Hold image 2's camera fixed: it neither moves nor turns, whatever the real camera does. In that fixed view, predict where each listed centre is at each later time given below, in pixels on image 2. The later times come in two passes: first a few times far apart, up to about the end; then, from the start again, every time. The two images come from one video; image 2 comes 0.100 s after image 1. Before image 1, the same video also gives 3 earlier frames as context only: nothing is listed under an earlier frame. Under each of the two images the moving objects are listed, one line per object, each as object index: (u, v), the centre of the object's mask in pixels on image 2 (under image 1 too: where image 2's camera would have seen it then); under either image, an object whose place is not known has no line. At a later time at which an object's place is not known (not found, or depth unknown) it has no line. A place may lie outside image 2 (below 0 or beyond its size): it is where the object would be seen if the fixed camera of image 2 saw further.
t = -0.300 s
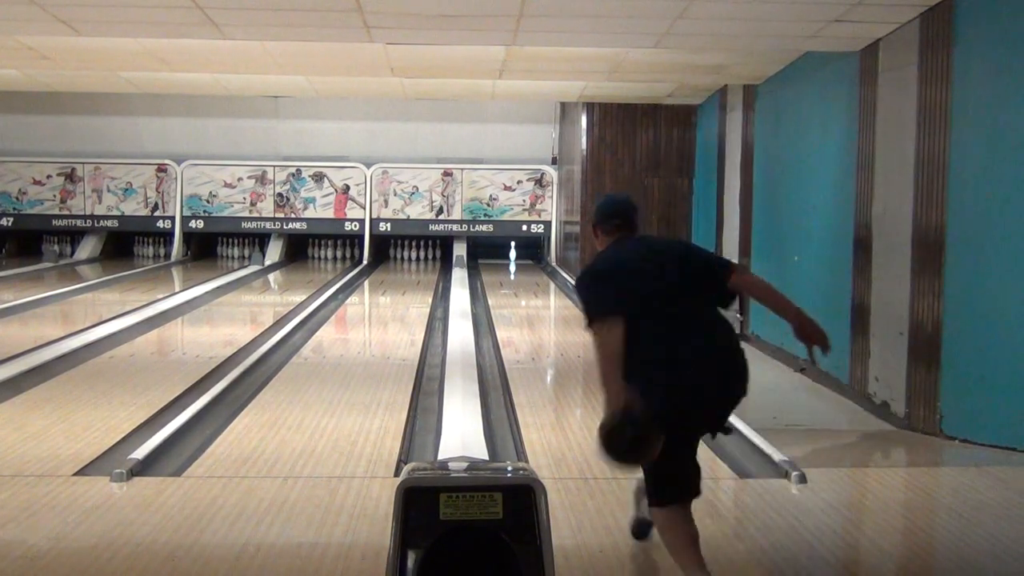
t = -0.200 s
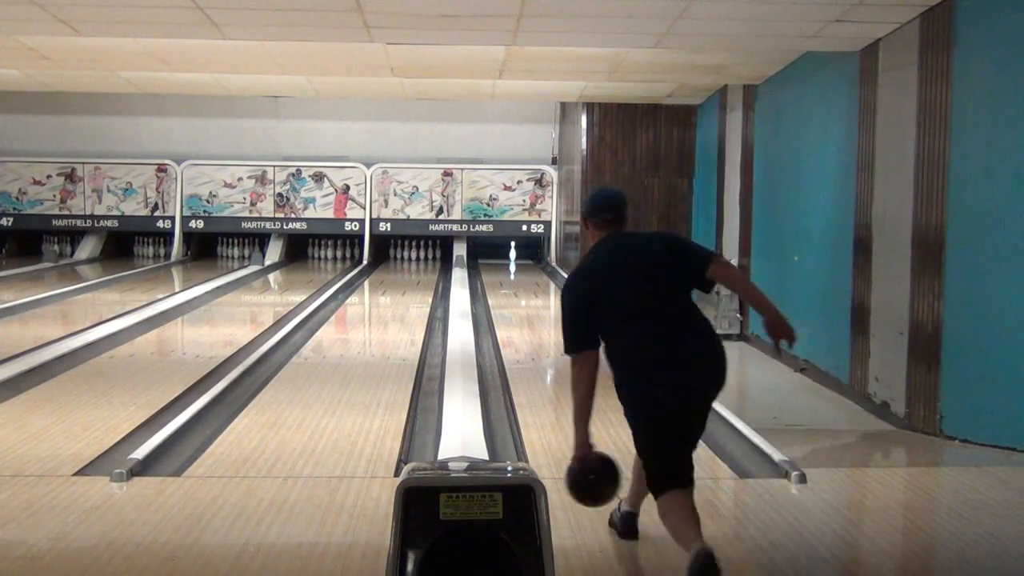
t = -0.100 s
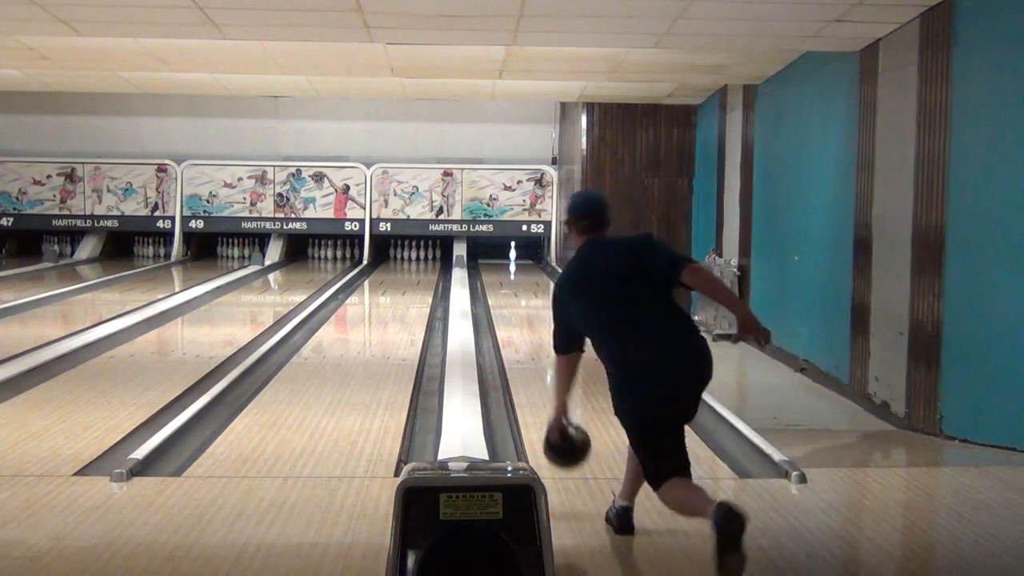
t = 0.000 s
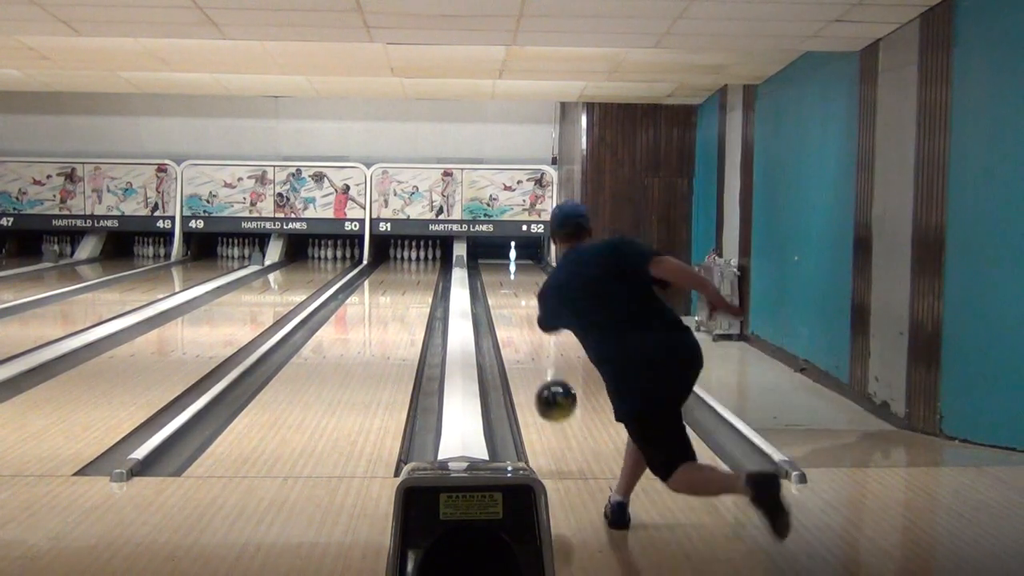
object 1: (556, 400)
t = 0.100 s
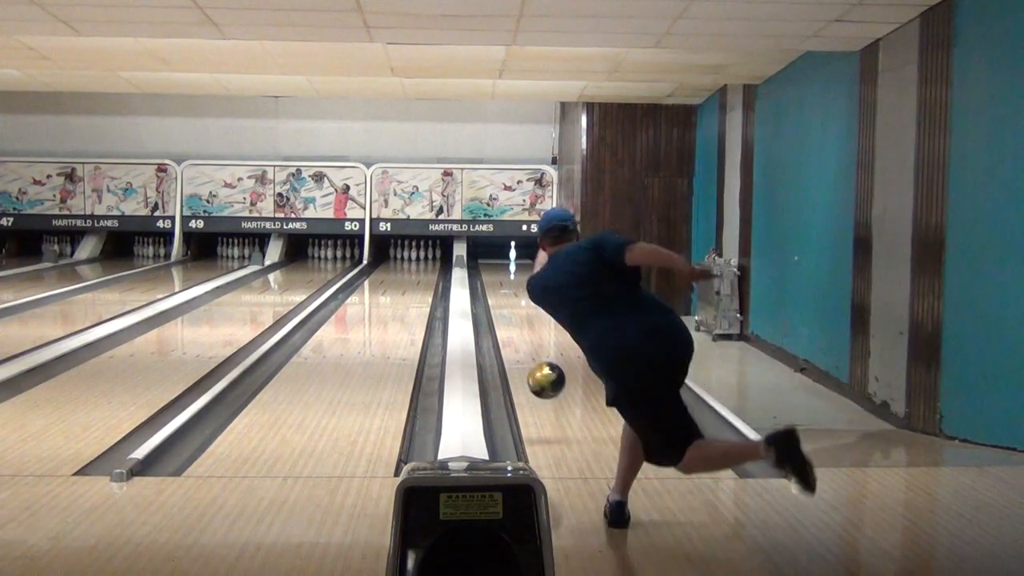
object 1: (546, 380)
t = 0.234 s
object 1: (536, 383)
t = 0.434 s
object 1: (527, 364)
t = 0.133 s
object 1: (544, 378)
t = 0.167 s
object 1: (541, 378)
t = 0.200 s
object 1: (538, 380)
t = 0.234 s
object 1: (536, 383)
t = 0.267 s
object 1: (534, 387)
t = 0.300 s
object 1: (533, 385)
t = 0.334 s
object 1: (531, 379)
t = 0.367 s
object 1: (529, 374)
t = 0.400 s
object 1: (528, 369)
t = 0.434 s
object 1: (527, 364)
